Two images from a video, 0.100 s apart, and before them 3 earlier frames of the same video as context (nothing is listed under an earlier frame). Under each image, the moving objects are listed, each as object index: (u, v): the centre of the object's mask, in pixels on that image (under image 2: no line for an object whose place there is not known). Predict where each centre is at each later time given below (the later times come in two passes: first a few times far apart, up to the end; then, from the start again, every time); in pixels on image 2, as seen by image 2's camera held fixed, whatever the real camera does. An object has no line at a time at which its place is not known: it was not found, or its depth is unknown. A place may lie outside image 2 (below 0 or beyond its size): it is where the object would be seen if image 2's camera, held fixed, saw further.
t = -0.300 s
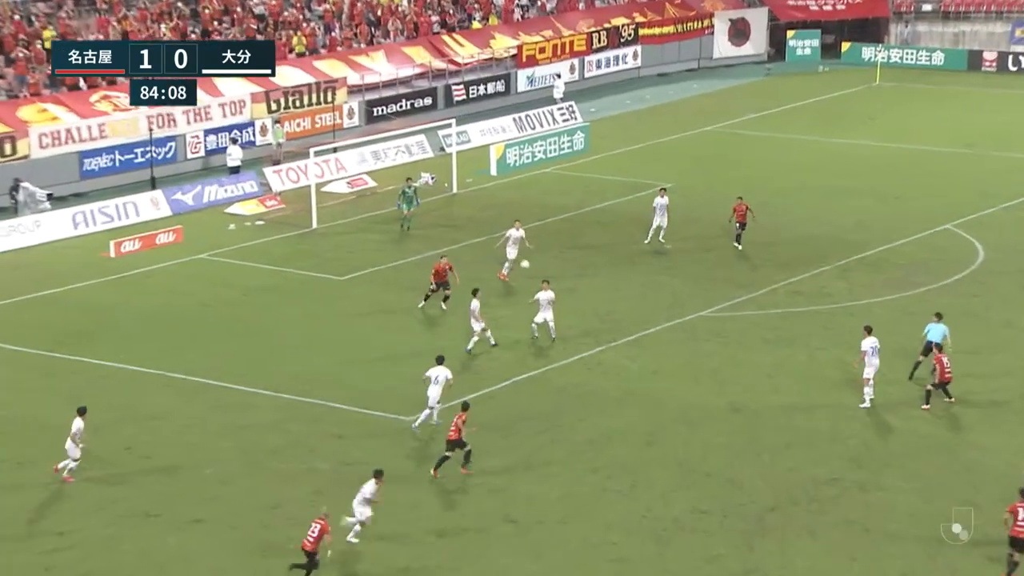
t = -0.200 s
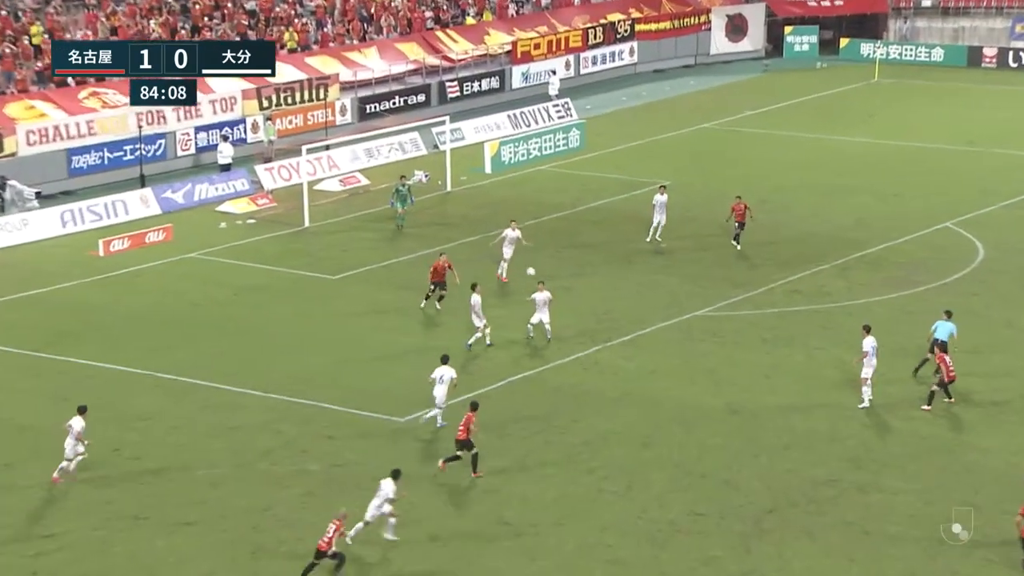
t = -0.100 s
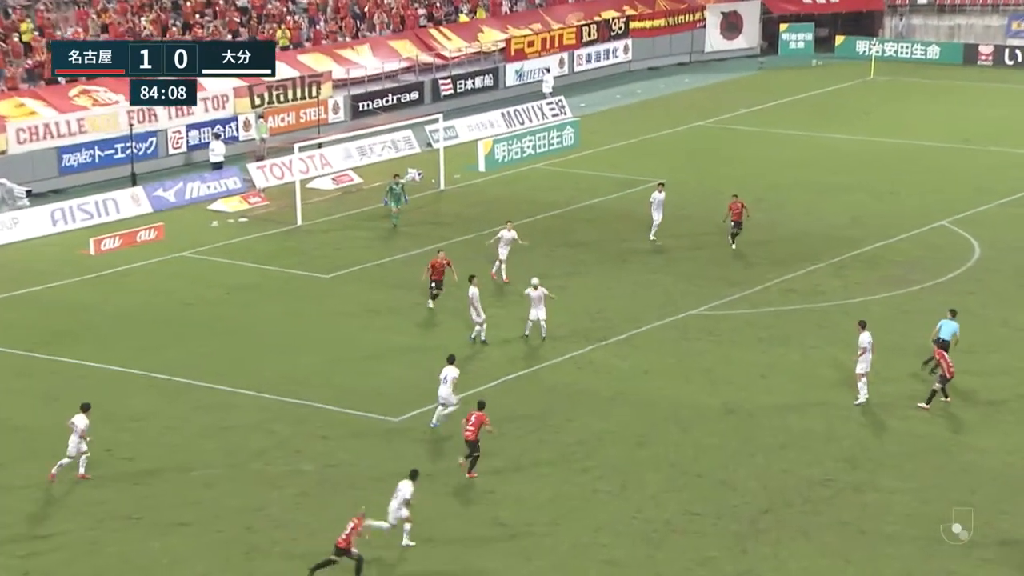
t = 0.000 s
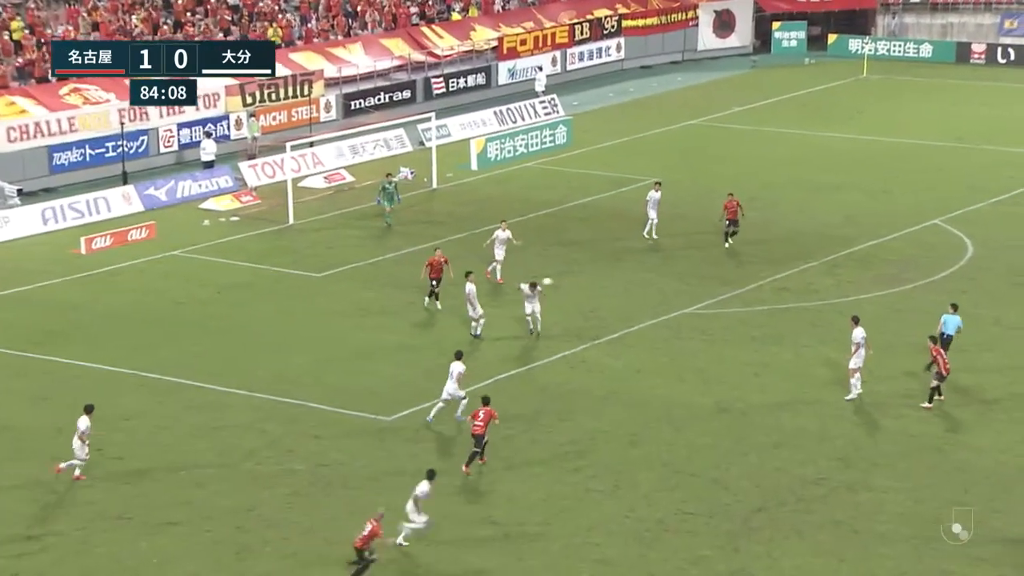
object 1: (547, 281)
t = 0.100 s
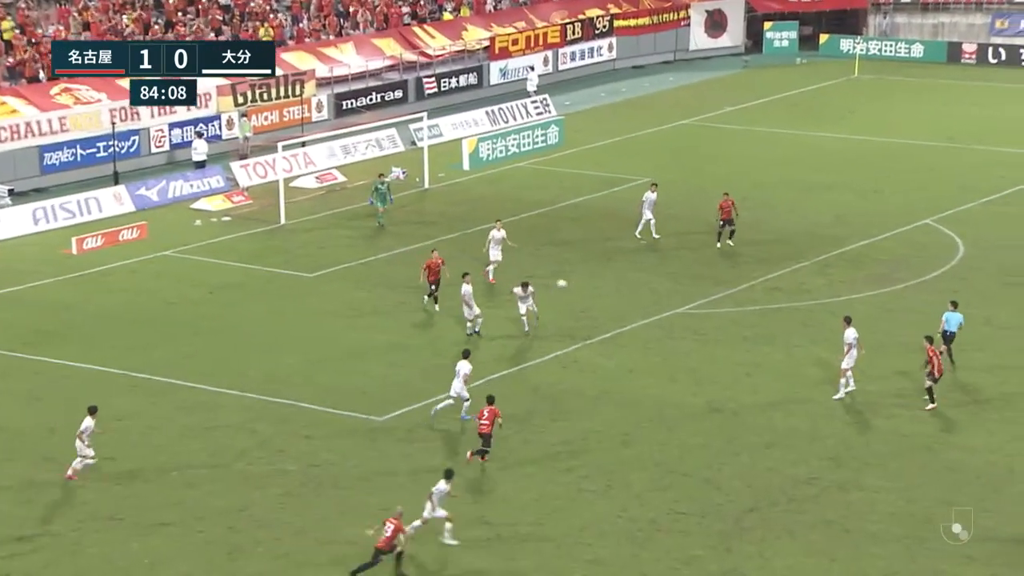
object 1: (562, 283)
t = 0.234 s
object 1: (594, 292)
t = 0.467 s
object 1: (656, 320)
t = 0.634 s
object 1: (708, 357)
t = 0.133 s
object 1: (570, 285)
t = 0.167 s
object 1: (577, 287)
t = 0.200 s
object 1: (585, 289)
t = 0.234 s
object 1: (594, 292)
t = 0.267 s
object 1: (601, 294)
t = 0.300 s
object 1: (611, 298)
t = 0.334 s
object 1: (621, 302)
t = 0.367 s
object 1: (628, 306)
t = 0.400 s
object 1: (638, 310)
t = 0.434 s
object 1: (649, 316)
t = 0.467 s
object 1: (656, 320)
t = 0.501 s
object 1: (667, 328)
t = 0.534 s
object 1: (678, 335)
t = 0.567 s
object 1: (688, 341)
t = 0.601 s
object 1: (697, 348)
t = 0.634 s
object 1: (708, 357)
